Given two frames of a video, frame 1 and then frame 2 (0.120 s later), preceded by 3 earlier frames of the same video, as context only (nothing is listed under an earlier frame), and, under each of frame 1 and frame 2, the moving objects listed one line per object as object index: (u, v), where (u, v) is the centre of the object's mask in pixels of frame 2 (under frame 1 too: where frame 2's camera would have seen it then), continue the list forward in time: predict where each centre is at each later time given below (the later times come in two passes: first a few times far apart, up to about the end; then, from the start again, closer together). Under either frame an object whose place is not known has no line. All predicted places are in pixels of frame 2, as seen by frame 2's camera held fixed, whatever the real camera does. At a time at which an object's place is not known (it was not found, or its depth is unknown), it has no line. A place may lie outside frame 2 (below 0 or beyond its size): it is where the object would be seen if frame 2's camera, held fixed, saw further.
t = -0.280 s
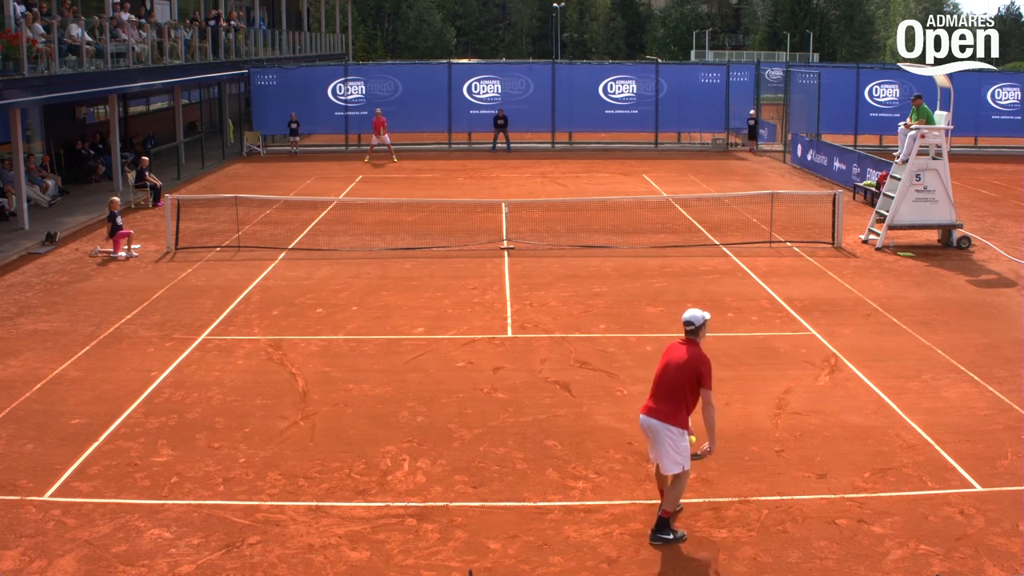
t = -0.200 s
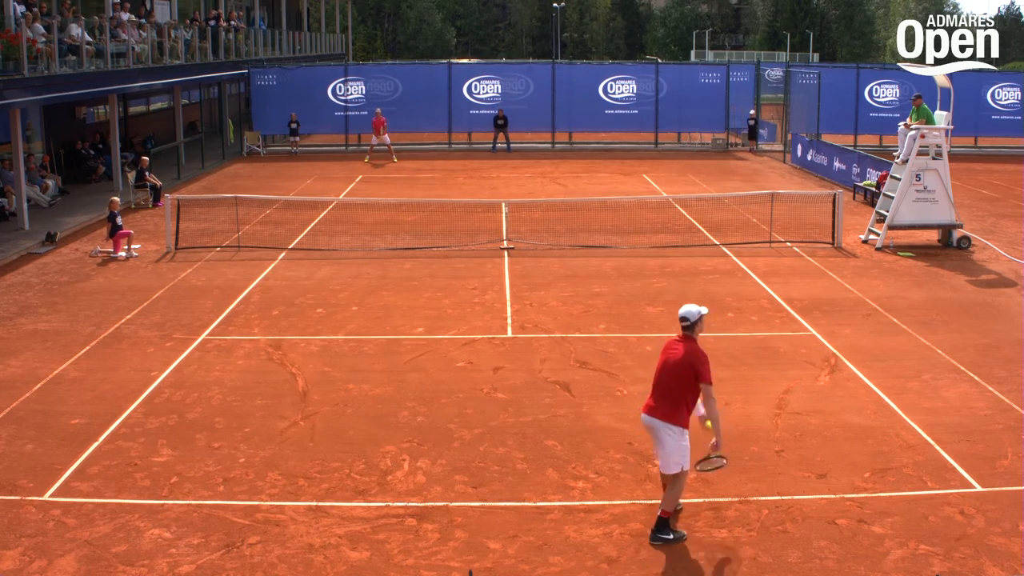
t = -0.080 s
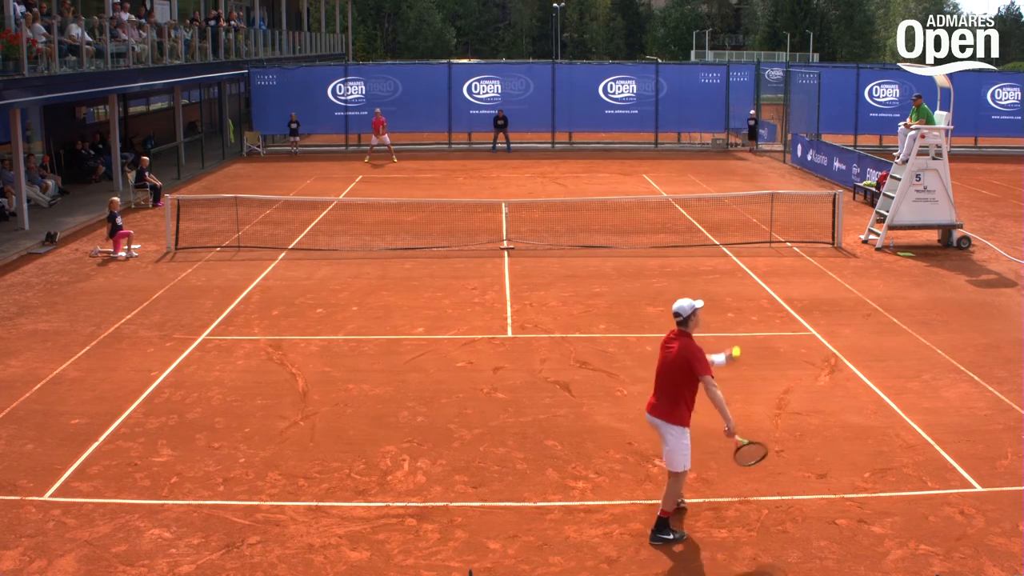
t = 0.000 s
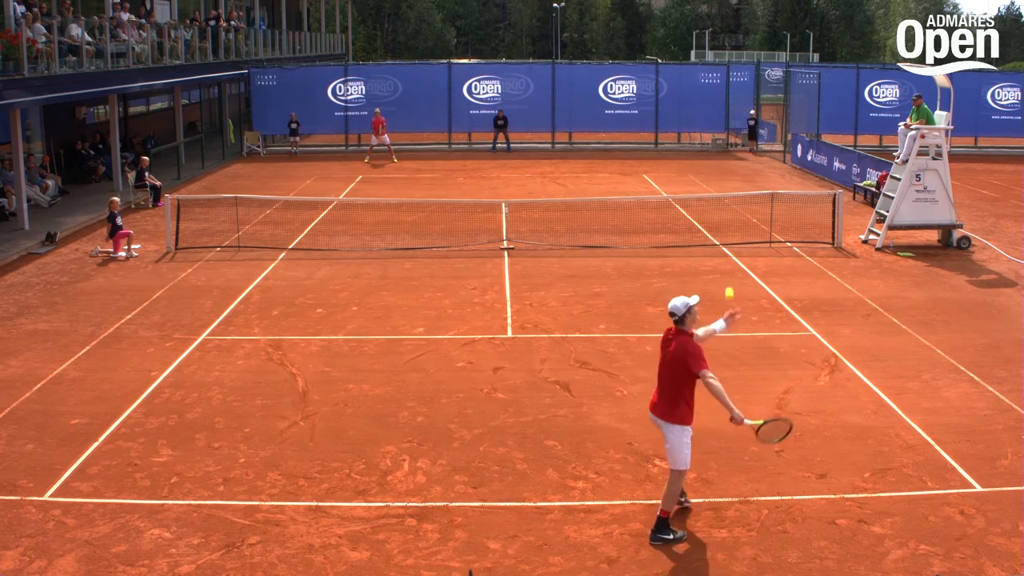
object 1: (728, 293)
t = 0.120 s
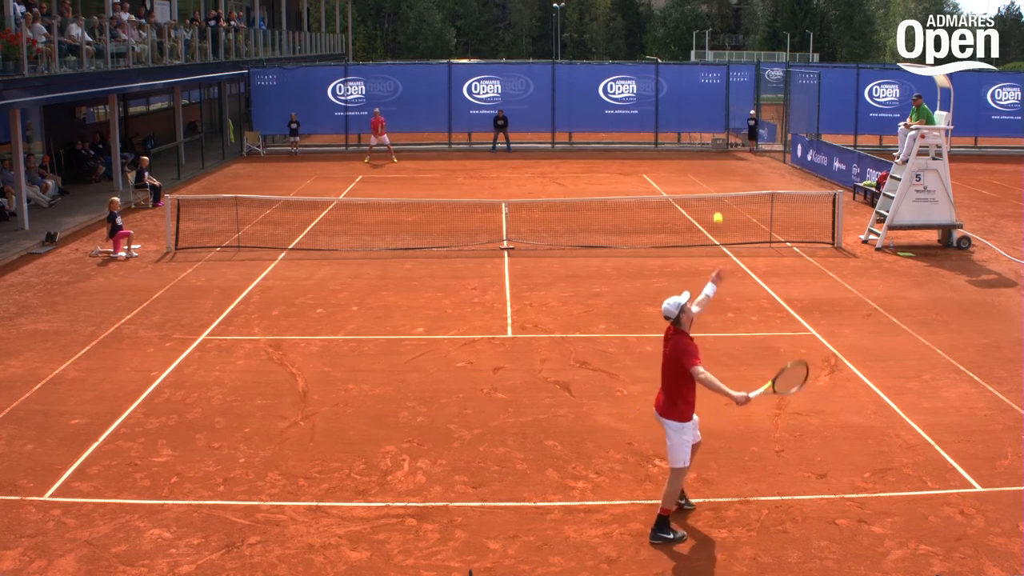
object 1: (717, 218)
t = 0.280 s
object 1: (701, 146)
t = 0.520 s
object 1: (676, 96)
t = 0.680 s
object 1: (659, 102)
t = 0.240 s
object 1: (705, 161)
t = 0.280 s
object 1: (701, 146)
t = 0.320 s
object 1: (697, 132)
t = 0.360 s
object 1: (693, 121)
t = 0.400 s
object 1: (689, 112)
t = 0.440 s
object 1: (684, 105)
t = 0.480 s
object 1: (680, 100)
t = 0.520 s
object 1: (676, 96)
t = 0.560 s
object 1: (672, 95)
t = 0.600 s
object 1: (668, 95)
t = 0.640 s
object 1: (663, 98)
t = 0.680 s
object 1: (659, 102)
